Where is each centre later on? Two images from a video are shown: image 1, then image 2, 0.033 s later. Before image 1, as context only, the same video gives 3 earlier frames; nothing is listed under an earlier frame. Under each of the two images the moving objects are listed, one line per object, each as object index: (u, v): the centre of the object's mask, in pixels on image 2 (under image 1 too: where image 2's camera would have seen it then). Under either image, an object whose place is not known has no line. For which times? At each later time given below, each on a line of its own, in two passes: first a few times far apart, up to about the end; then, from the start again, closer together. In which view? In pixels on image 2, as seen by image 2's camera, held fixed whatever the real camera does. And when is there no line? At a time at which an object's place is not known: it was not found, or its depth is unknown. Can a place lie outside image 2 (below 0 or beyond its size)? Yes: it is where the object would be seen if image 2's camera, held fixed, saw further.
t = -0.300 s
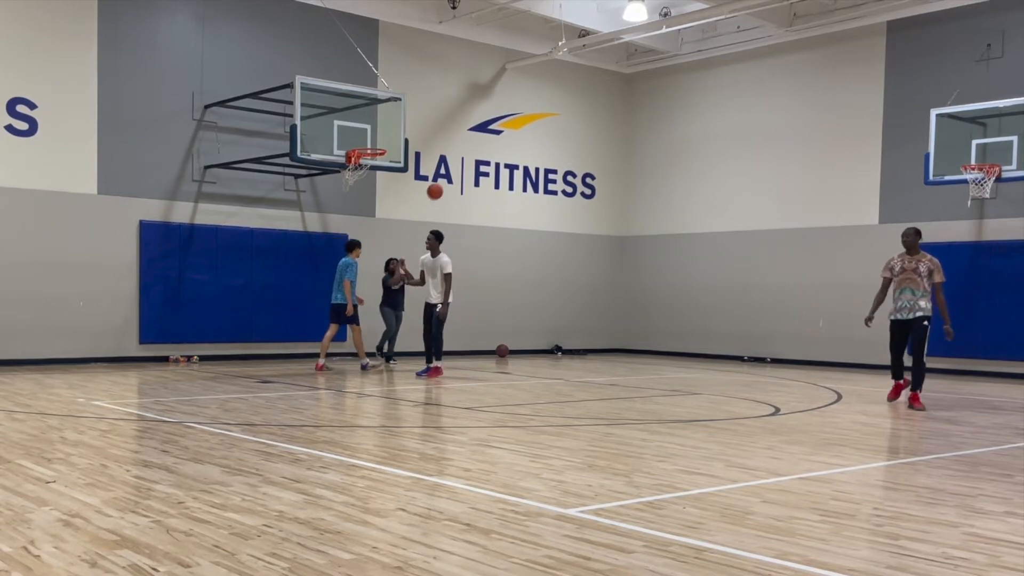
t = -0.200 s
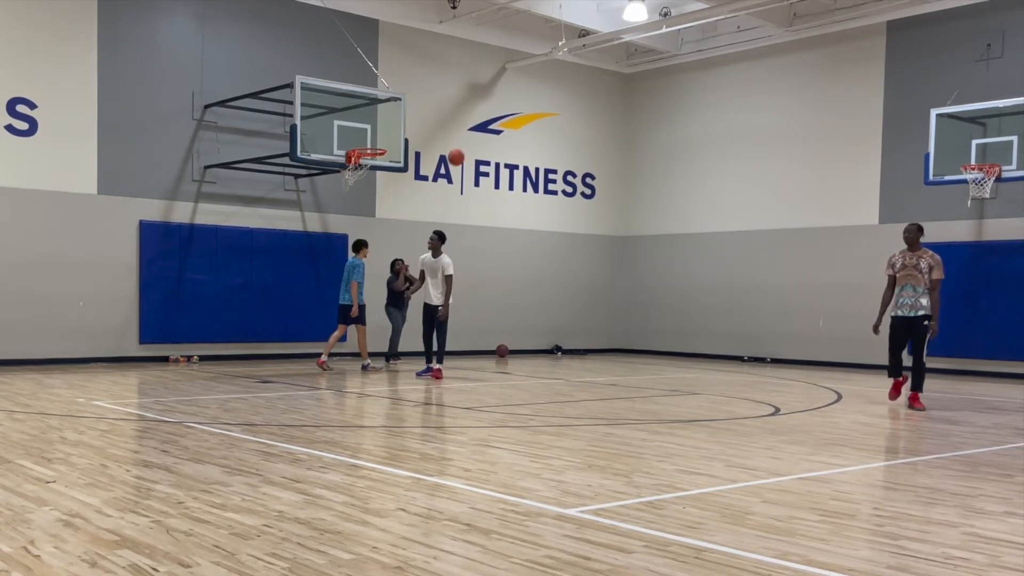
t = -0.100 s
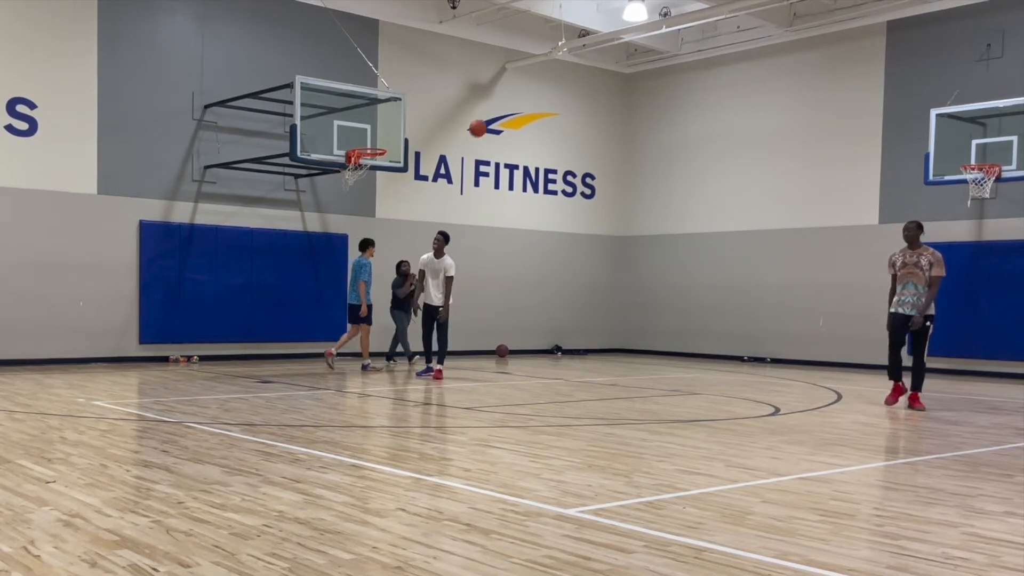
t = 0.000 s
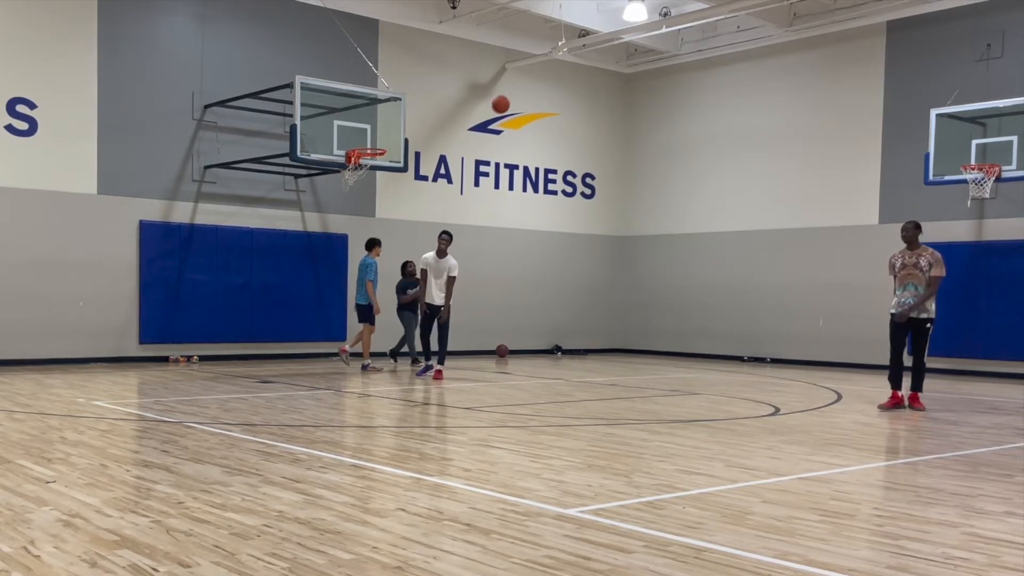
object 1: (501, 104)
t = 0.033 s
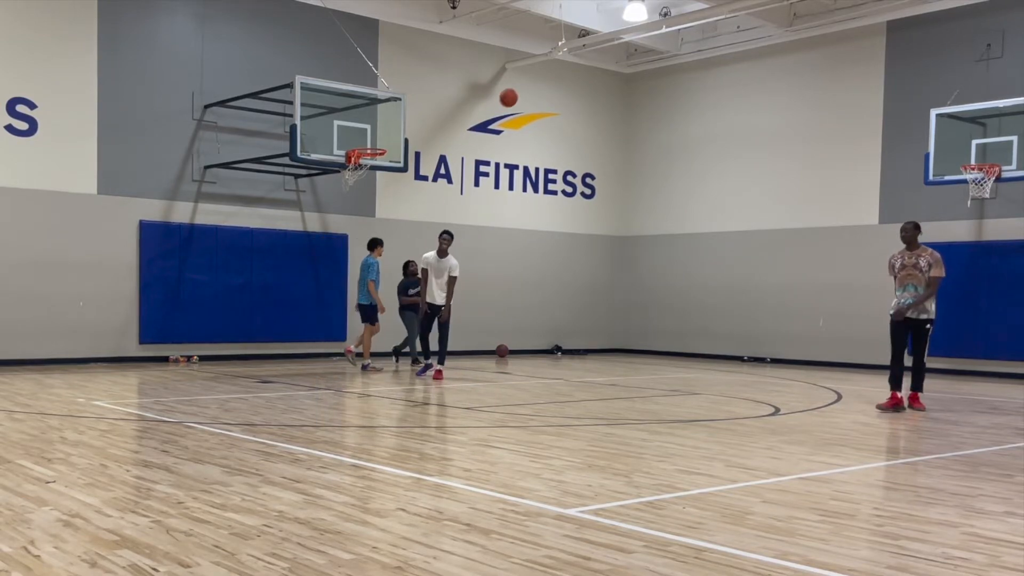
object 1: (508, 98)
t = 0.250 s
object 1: (563, 72)
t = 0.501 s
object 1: (633, 87)
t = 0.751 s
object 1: (713, 160)
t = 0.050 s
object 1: (512, 95)
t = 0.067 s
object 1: (516, 92)
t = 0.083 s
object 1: (520, 89)
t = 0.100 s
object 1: (524, 87)
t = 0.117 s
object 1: (529, 84)
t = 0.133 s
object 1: (533, 82)
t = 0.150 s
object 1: (537, 80)
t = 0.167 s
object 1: (541, 79)
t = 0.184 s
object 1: (545, 77)
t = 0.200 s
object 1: (550, 75)
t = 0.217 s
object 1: (554, 74)
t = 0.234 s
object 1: (558, 73)
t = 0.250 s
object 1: (563, 72)
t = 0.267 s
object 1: (567, 72)
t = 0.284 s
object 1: (571, 72)
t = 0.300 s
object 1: (576, 72)
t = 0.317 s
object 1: (580, 72)
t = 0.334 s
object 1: (585, 72)
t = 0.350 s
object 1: (589, 72)
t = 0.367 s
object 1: (594, 73)
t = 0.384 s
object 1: (599, 74)
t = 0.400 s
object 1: (603, 75)
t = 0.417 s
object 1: (608, 77)
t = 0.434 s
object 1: (613, 79)
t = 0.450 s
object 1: (618, 80)
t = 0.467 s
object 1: (623, 82)
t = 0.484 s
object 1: (628, 84)
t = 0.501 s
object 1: (633, 87)
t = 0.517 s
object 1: (638, 90)
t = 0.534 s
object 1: (643, 93)
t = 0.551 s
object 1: (648, 97)
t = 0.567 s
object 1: (653, 100)
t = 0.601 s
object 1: (663, 109)
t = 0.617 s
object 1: (669, 113)
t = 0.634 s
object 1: (674, 118)
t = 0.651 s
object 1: (679, 123)
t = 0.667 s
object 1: (685, 129)
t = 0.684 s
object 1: (691, 134)
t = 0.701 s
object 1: (696, 140)
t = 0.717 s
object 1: (701, 146)
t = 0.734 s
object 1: (707, 153)
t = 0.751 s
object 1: (713, 160)
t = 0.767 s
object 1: (719, 167)
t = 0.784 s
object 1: (725, 175)
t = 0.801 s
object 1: (731, 182)
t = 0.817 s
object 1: (737, 191)
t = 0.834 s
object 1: (743, 199)
